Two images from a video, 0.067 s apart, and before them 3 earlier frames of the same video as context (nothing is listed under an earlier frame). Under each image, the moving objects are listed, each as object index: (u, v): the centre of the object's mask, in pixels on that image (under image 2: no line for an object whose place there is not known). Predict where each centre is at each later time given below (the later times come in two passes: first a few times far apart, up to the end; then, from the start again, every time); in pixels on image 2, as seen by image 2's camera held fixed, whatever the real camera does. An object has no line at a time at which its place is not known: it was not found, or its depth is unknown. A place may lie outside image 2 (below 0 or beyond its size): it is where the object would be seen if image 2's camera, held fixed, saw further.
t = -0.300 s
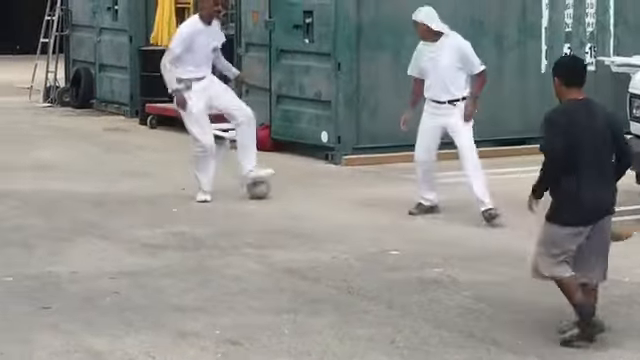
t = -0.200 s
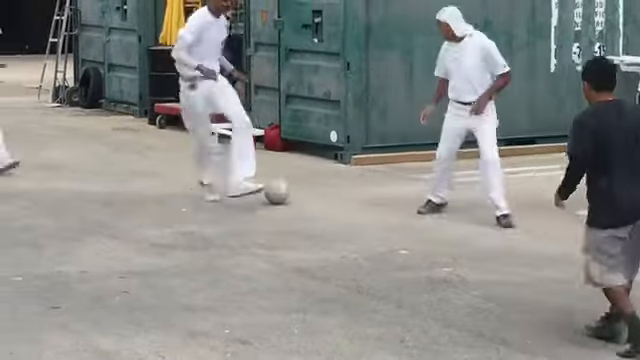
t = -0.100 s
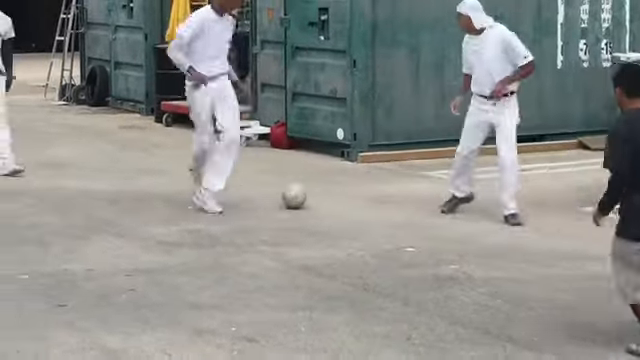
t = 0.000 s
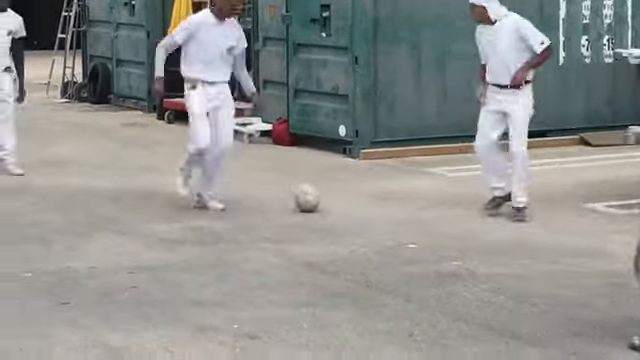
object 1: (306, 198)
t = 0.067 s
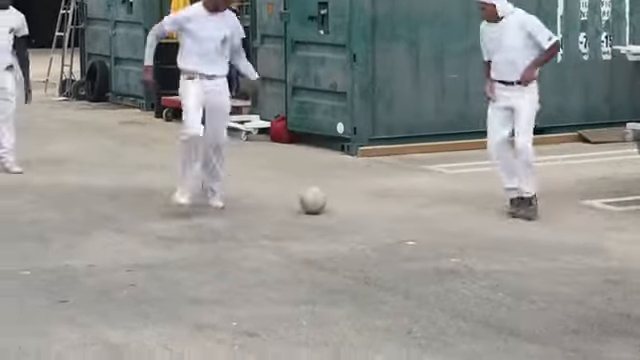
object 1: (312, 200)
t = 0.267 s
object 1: (336, 213)
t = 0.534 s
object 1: (371, 233)
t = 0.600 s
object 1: (379, 238)
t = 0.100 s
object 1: (316, 202)
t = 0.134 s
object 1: (320, 204)
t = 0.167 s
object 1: (324, 208)
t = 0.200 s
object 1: (328, 209)
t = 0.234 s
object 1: (332, 211)
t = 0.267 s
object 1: (336, 213)
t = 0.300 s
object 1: (339, 215)
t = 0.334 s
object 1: (343, 217)
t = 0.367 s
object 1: (347, 221)
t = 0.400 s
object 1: (352, 224)
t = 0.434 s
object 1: (356, 225)
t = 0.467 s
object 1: (361, 228)
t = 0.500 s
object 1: (367, 231)
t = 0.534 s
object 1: (371, 233)
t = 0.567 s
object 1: (374, 236)
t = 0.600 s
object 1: (379, 238)
